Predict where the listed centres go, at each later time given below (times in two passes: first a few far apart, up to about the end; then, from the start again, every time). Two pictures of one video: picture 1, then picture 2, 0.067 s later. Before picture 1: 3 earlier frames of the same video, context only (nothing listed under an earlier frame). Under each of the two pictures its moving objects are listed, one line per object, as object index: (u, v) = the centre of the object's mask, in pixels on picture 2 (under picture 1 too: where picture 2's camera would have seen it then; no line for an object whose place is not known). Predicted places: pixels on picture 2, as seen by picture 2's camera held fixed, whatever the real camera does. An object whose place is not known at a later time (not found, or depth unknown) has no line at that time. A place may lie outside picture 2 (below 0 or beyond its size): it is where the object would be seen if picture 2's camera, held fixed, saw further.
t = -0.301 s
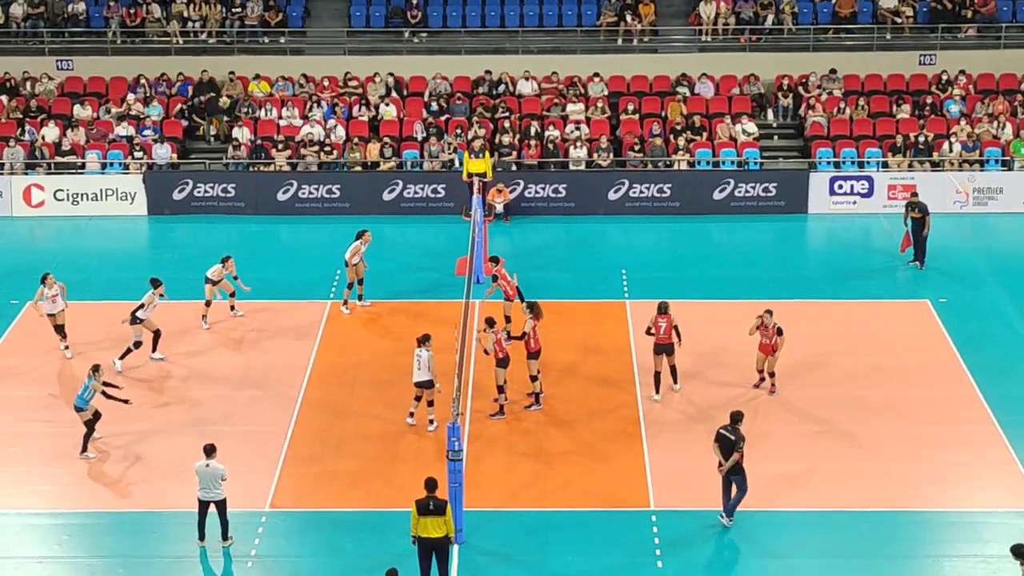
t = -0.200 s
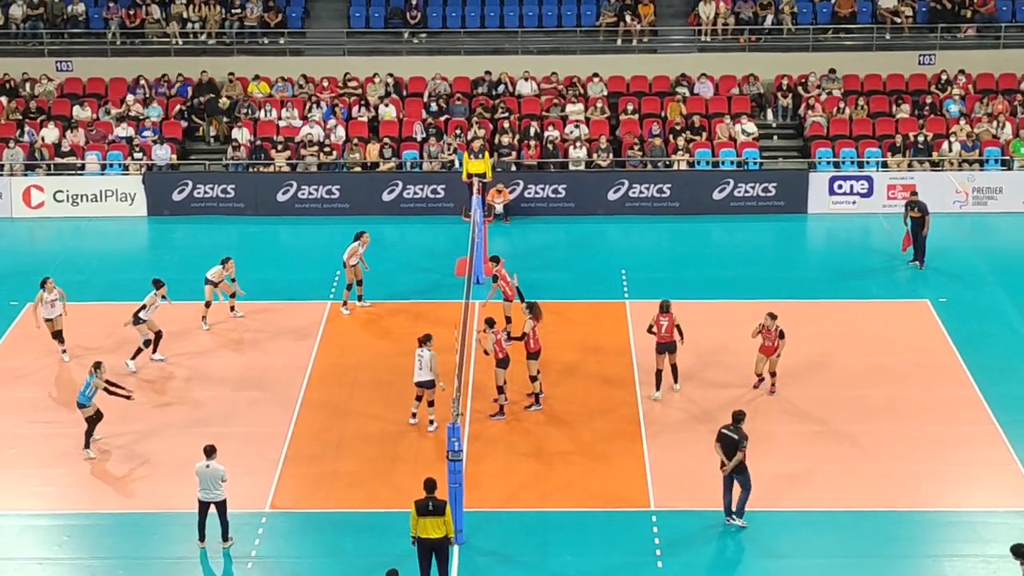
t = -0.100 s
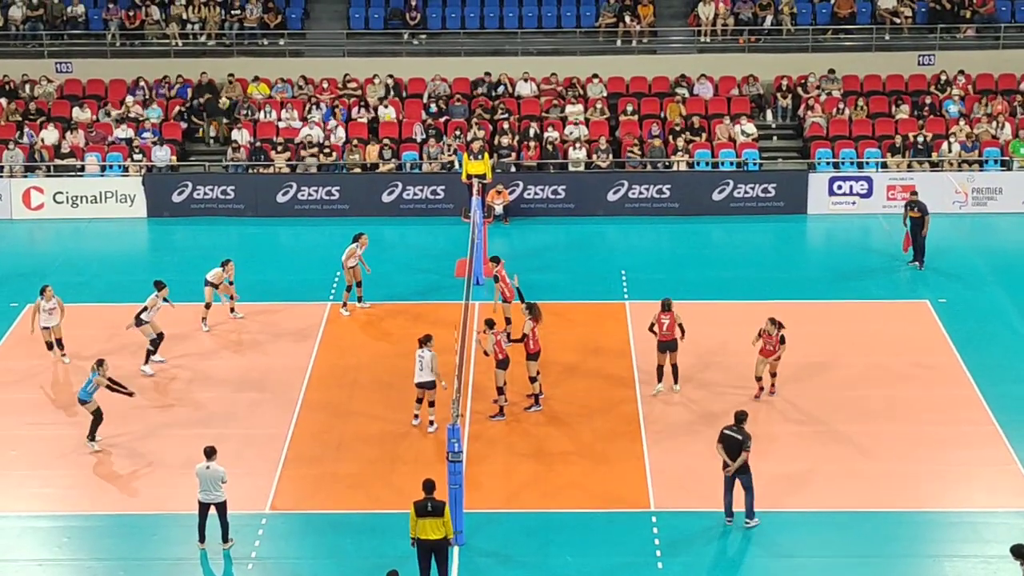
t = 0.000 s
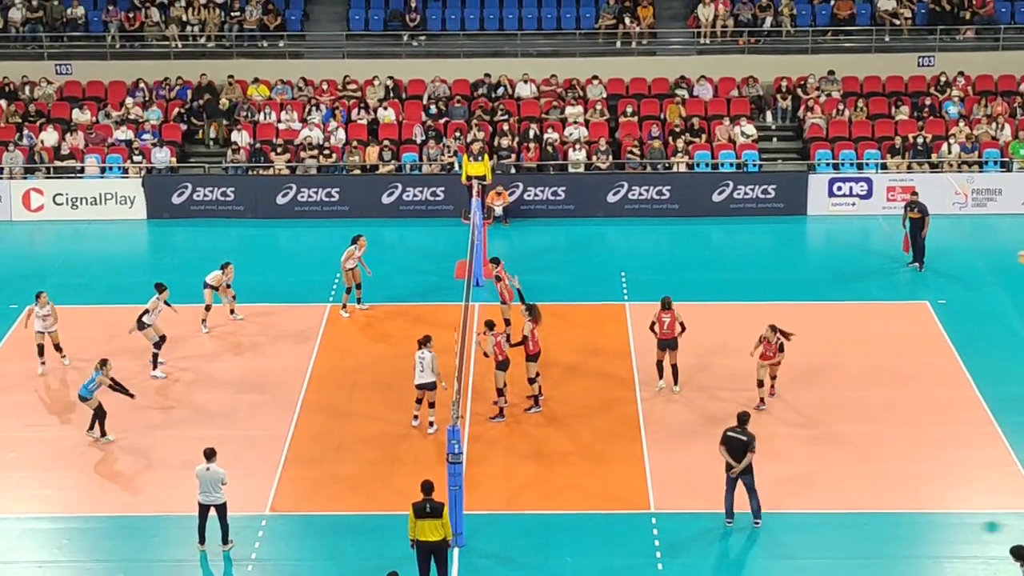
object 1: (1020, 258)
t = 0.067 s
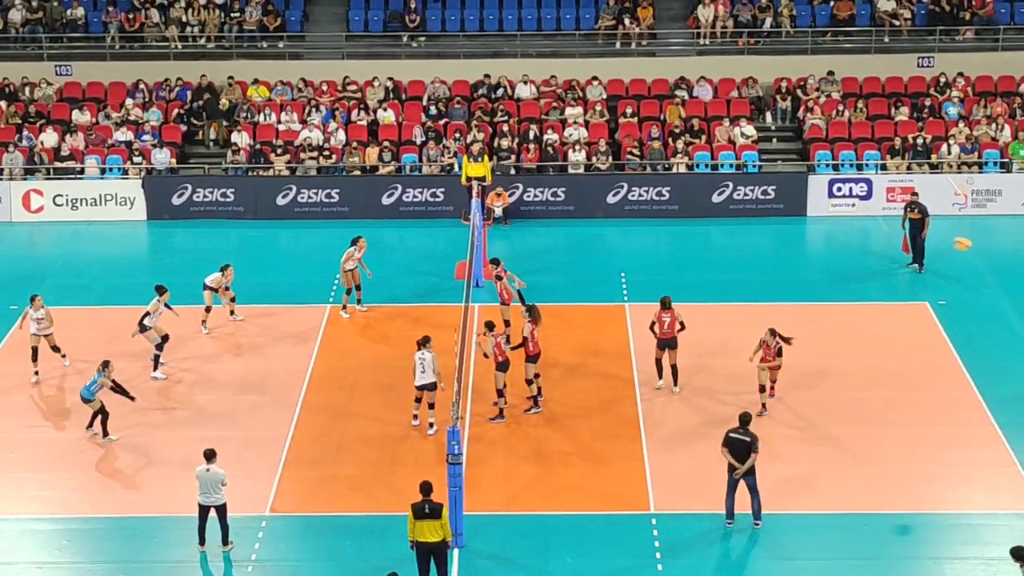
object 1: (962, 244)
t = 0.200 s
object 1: (839, 222)
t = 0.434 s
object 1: (641, 209)
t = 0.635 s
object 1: (489, 217)
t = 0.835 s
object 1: (353, 244)
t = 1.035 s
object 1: (234, 294)
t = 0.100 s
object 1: (930, 237)
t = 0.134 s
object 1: (898, 232)
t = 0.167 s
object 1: (868, 227)
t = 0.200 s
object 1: (839, 222)
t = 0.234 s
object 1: (808, 219)
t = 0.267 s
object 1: (780, 215)
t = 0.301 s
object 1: (751, 213)
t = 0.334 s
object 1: (722, 211)
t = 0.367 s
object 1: (694, 210)
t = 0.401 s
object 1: (667, 209)
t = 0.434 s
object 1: (641, 209)
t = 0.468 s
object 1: (615, 210)
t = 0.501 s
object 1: (589, 210)
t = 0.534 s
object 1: (563, 211)
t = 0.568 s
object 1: (538, 212)
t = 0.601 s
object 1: (514, 214)
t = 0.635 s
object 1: (489, 217)
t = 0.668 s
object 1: (465, 219)
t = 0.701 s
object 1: (442, 222)
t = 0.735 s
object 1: (419, 227)
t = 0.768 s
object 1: (397, 232)
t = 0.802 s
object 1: (375, 238)
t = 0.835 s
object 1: (353, 244)
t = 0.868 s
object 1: (332, 250)
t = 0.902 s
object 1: (312, 258)
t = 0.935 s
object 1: (292, 266)
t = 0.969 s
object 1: (272, 275)
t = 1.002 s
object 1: (253, 284)
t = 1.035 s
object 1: (234, 294)
